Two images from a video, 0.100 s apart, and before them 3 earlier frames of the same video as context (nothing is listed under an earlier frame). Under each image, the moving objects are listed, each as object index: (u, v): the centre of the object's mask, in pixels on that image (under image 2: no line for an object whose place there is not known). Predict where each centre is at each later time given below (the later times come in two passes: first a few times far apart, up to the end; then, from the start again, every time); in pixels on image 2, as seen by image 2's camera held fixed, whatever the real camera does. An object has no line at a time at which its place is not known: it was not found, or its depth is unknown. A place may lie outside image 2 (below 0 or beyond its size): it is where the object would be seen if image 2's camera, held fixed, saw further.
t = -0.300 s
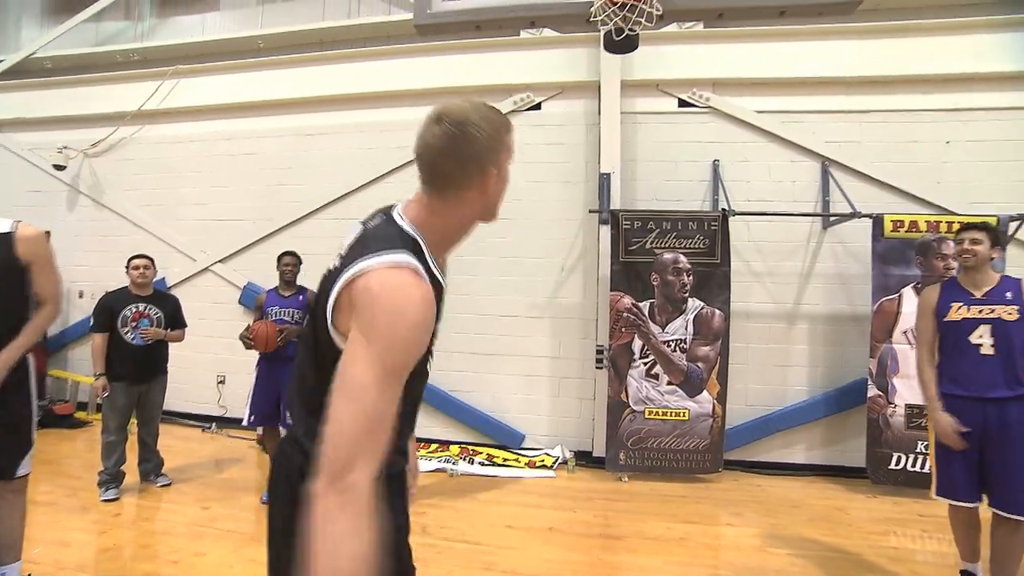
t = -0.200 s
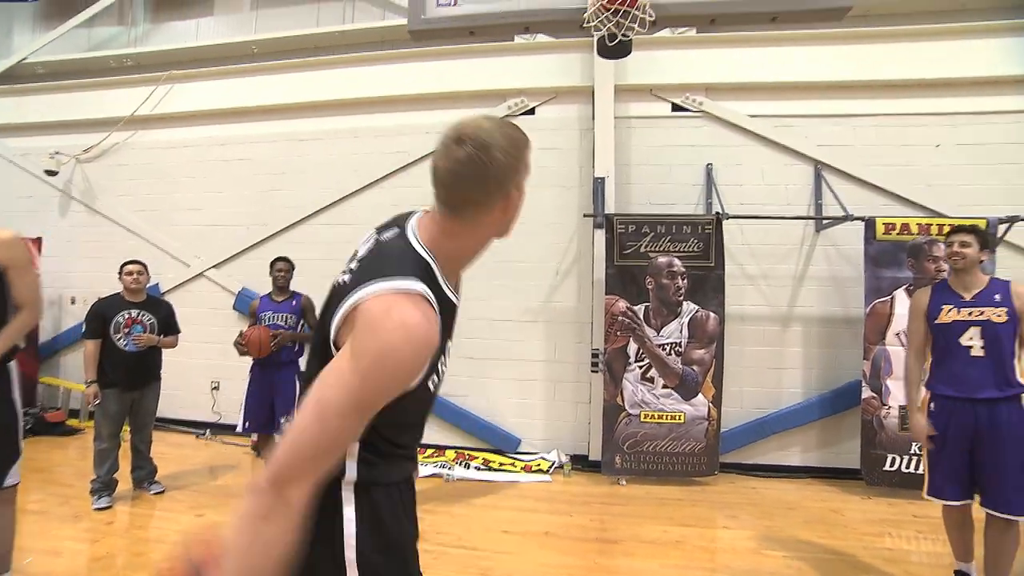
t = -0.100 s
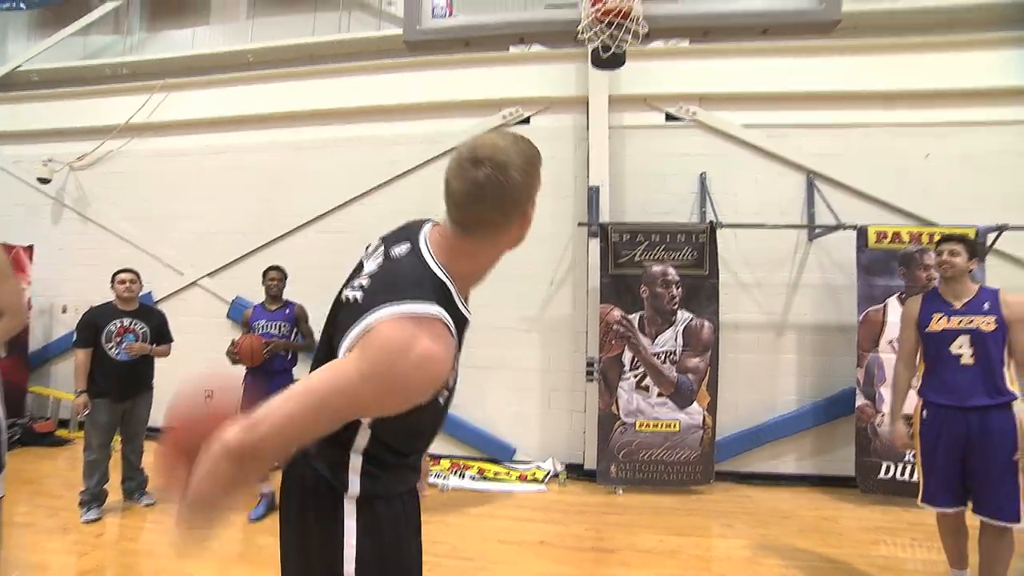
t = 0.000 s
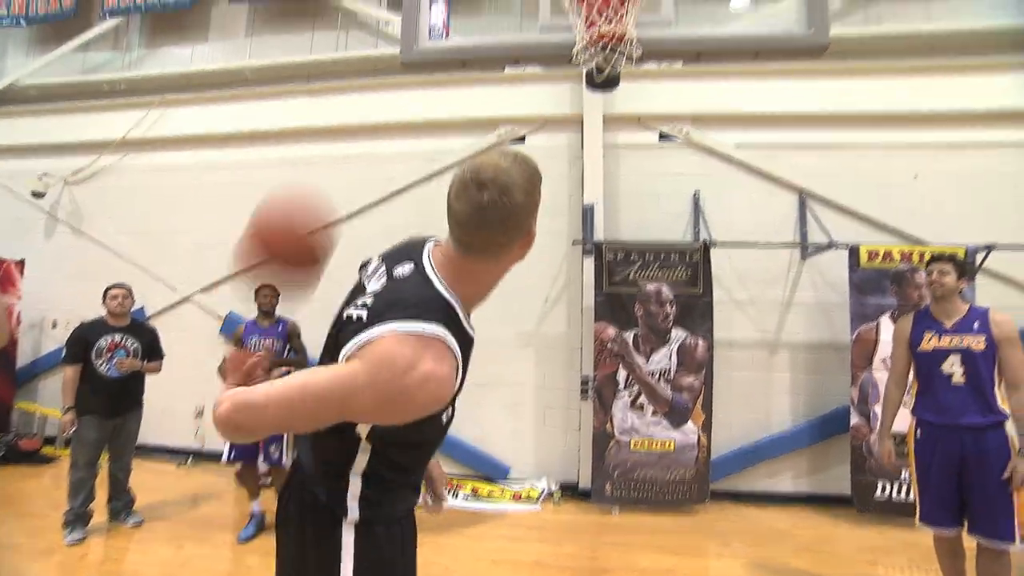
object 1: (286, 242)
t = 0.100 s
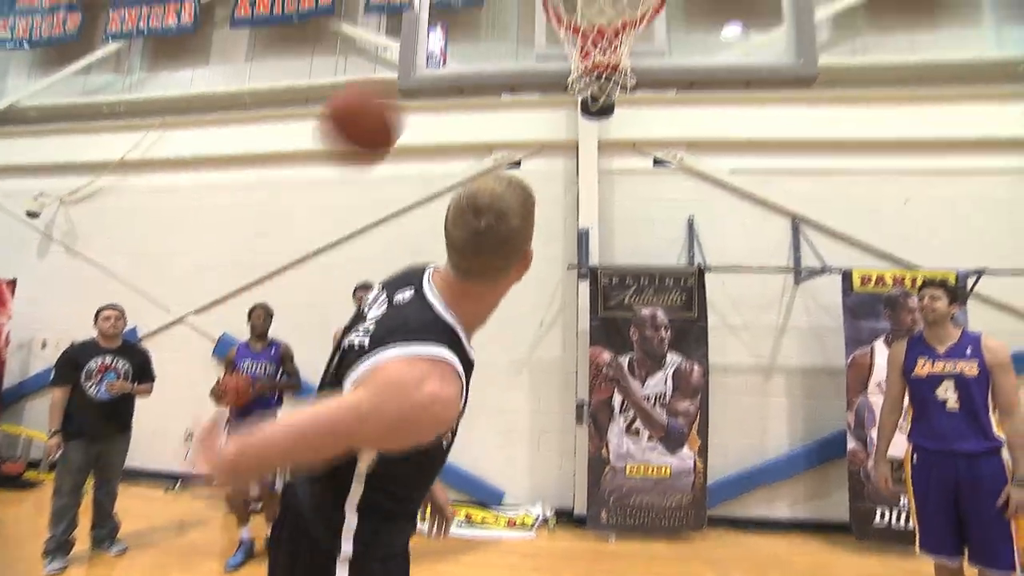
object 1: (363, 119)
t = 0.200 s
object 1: (420, 43)
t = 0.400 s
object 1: (503, -22)
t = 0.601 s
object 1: (565, -20)
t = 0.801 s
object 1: (619, -24)
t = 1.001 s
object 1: (571, 39)
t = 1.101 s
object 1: (544, 85)
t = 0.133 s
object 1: (383, 90)
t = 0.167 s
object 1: (403, 64)
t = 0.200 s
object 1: (420, 43)
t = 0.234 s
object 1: (438, 23)
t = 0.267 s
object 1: (453, 8)
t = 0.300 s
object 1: (467, -4)
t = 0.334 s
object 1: (480, -12)
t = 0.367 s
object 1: (492, -19)
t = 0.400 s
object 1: (503, -22)
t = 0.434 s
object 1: (515, -23)
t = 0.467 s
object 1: (525, -26)
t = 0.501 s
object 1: (532, -27)
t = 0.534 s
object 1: (536, -26)
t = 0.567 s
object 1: (557, -16)
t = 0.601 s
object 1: (565, -20)
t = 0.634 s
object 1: (573, -26)
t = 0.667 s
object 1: (581, -30)
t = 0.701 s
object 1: (590, -32)
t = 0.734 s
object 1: (598, -33)
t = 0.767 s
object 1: (608, -31)
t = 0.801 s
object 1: (619, -24)
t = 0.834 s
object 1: (629, -18)
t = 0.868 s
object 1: (627, -13)
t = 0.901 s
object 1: (614, -5)
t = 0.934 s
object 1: (601, 0)
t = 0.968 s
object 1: (584, 27)
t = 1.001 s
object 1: (571, 39)
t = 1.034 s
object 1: (561, 54)
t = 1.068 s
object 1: (551, 70)
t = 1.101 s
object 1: (544, 85)
